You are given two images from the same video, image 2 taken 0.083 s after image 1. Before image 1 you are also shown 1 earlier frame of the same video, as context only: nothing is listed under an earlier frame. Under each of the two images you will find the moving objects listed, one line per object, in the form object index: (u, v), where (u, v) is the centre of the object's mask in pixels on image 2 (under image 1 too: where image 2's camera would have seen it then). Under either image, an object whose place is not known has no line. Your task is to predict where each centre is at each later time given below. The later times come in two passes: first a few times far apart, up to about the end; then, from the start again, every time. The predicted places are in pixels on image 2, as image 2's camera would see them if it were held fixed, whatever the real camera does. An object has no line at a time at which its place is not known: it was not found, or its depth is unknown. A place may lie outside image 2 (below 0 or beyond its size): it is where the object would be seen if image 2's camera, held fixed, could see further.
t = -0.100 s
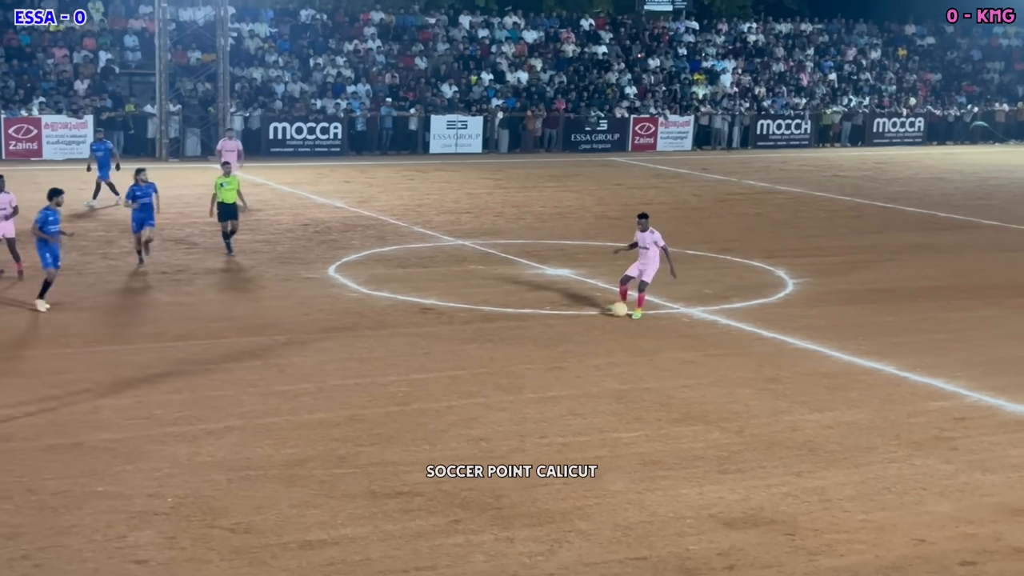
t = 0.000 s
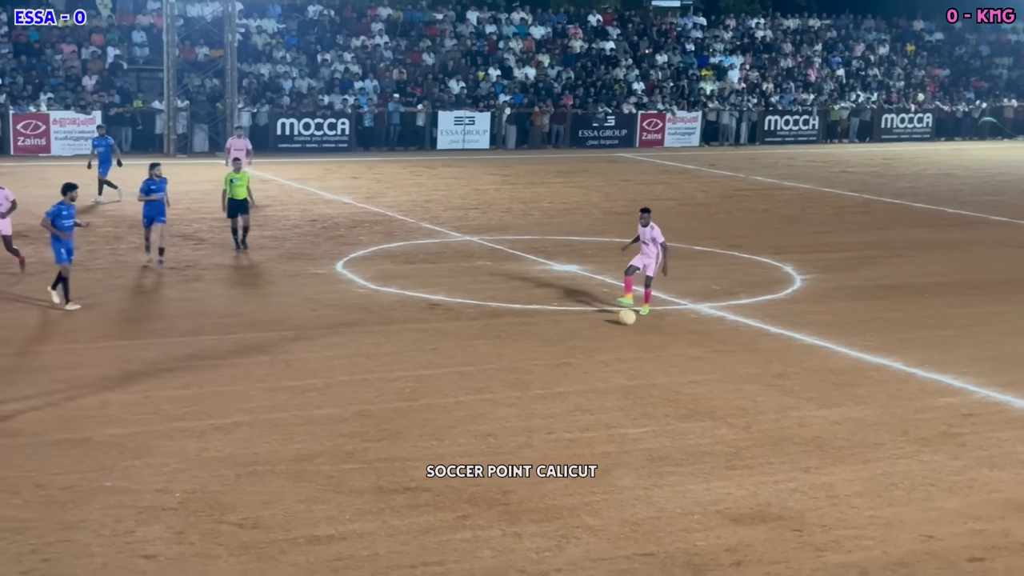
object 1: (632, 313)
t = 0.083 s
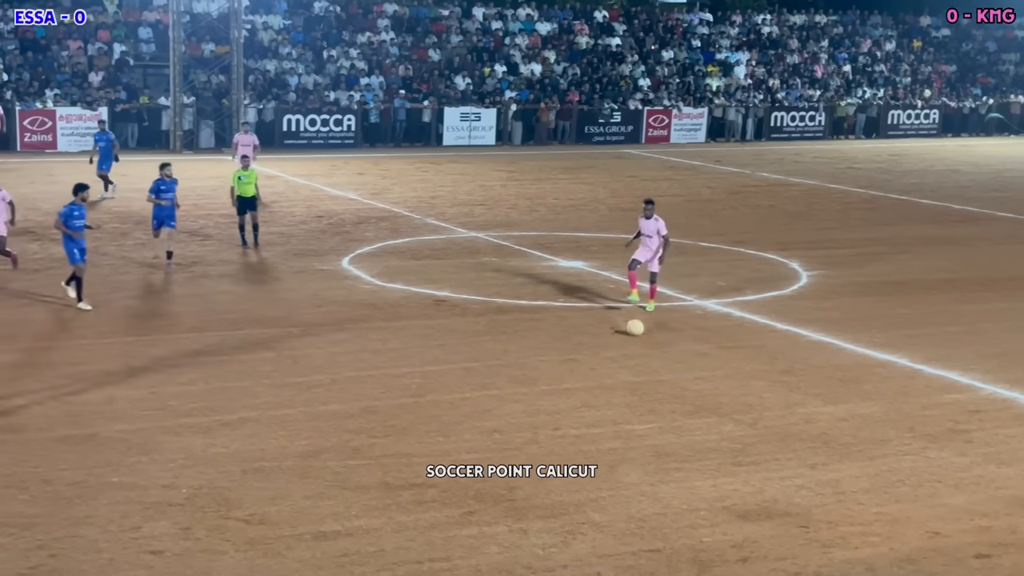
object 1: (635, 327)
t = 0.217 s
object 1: (637, 346)
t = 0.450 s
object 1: (641, 394)
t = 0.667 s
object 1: (645, 442)
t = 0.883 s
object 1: (657, 475)
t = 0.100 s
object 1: (635, 329)
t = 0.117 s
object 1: (635, 331)
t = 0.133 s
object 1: (636, 333)
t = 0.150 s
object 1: (636, 335)
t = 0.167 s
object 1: (637, 337)
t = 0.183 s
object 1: (636, 340)
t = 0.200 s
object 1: (637, 343)
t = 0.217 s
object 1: (637, 346)
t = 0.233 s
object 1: (637, 349)
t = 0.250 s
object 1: (637, 353)
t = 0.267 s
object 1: (637, 357)
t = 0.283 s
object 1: (638, 361)
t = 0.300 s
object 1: (638, 366)
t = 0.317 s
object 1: (638, 370)
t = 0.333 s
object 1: (639, 372)
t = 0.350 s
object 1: (639, 375)
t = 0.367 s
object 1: (640, 377)
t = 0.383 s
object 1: (640, 380)
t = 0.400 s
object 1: (640, 383)
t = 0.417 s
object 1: (641, 387)
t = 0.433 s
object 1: (641, 390)
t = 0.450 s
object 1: (641, 394)
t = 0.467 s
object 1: (642, 398)
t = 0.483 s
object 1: (642, 403)
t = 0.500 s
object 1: (643, 407)
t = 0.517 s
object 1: (643, 411)
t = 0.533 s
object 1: (643, 414)
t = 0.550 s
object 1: (643, 416)
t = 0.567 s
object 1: (643, 420)
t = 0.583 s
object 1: (643, 423)
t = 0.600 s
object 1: (644, 426)
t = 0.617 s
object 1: (644, 429)
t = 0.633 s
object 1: (644, 433)
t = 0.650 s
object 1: (644, 437)
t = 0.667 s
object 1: (645, 442)
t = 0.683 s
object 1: (645, 448)
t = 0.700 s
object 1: (645, 453)
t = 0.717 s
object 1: (646, 455)
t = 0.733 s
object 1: (646, 456)
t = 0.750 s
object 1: (648, 456)
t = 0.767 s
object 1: (649, 457)
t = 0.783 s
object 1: (650, 458)
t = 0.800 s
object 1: (651, 460)
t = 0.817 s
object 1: (652, 463)
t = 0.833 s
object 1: (653, 466)
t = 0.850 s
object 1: (655, 469)
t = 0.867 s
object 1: (656, 472)
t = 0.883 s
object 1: (657, 475)
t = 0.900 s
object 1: (658, 479)
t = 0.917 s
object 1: (659, 484)
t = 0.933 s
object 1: (660, 490)
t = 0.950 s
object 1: (661, 495)
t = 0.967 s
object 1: (662, 500)
